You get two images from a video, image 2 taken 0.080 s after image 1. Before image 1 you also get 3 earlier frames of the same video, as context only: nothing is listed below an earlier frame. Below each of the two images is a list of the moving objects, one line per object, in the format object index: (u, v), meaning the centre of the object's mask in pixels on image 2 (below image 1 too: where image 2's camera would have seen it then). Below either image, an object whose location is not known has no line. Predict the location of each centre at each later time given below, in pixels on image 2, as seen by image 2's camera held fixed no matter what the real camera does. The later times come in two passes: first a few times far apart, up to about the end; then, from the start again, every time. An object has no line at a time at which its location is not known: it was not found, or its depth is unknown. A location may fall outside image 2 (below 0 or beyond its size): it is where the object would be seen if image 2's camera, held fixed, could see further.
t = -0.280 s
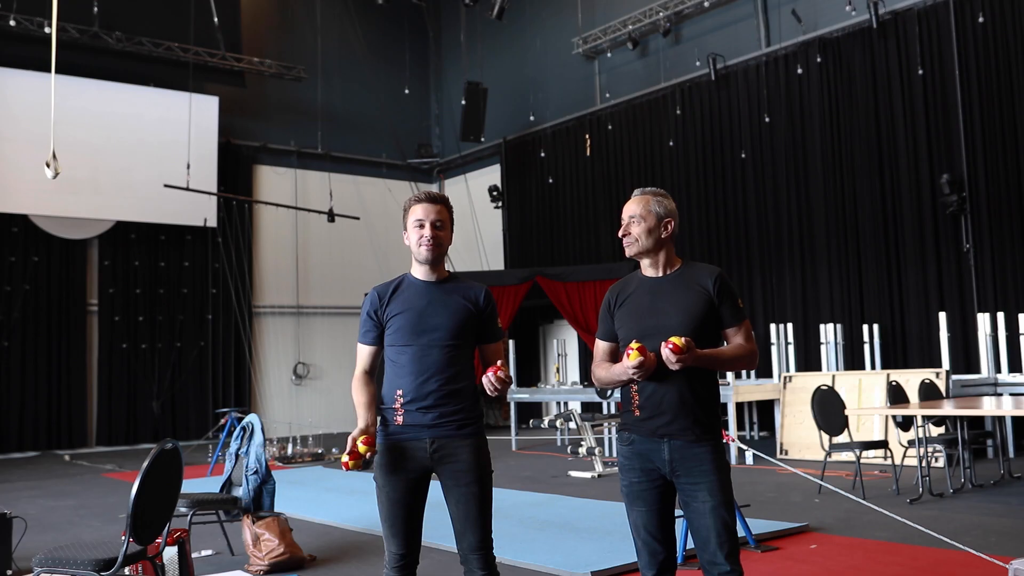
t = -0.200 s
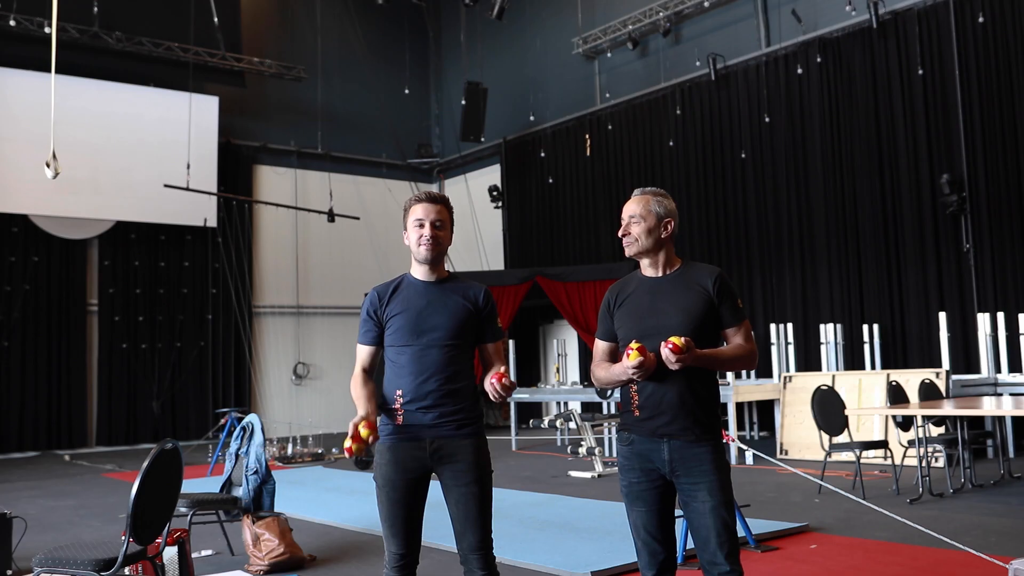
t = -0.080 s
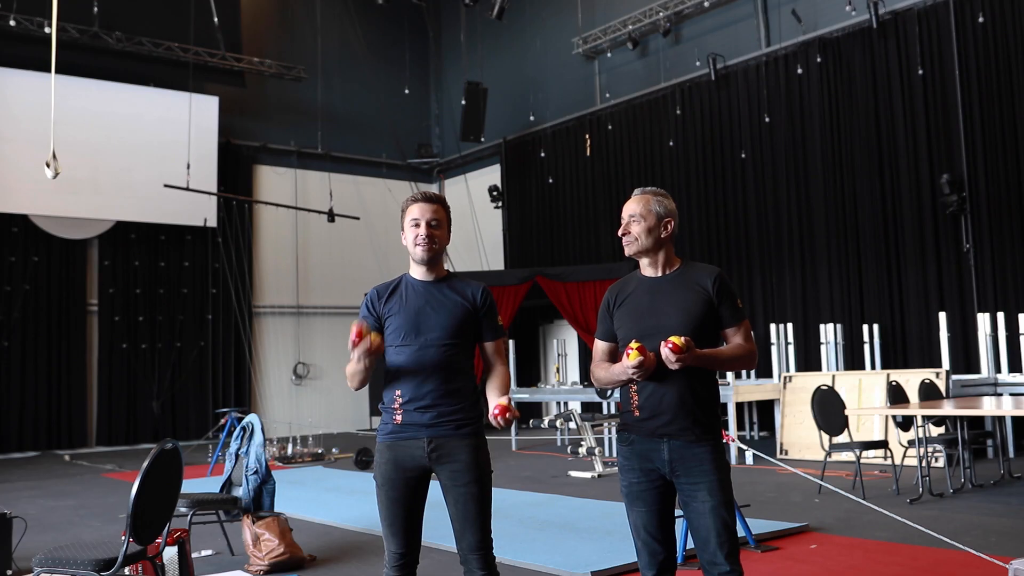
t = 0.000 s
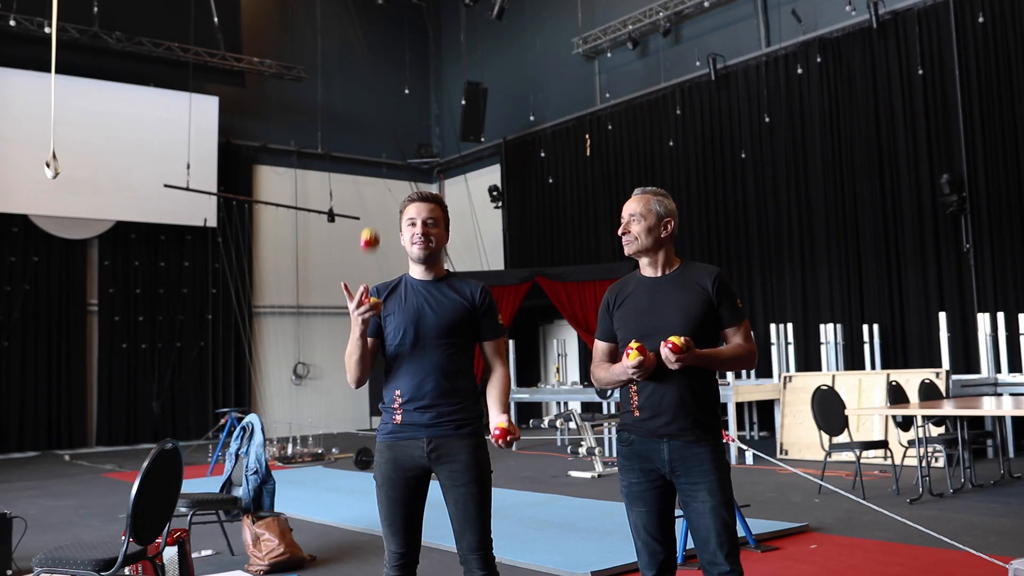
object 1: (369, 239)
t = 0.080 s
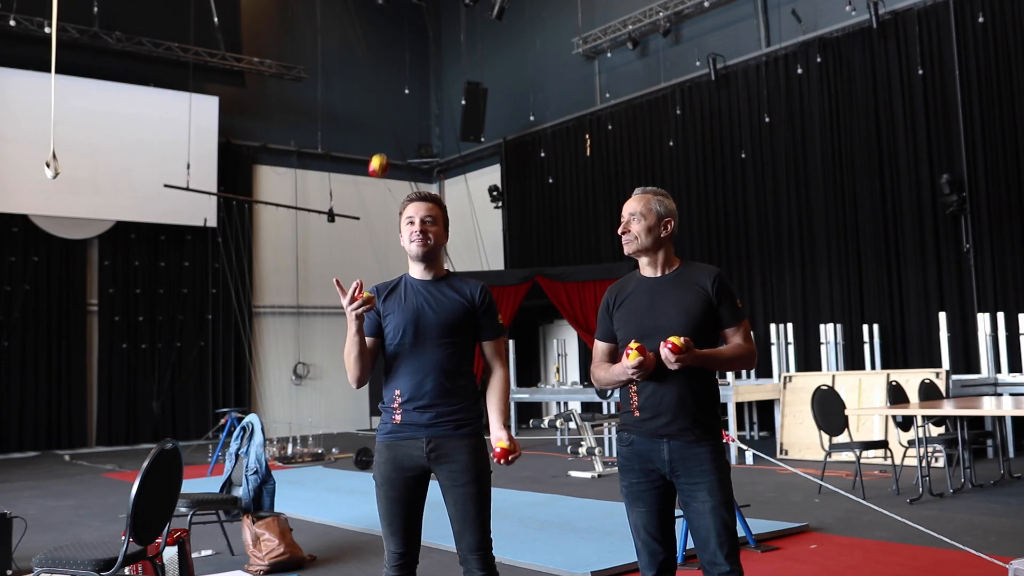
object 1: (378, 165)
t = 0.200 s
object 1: (393, 91)
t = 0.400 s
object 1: (421, 57)
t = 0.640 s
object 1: (458, 170)
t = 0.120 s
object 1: (383, 136)
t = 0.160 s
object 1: (388, 111)
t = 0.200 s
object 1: (393, 91)
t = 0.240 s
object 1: (399, 75)
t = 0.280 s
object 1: (404, 64)
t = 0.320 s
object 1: (409, 57)
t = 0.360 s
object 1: (415, 55)
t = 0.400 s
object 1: (421, 57)
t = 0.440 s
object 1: (427, 64)
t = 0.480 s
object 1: (432, 76)
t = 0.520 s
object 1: (438, 93)
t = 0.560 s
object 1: (444, 114)
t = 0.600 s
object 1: (451, 141)
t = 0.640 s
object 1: (458, 170)
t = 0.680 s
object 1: (465, 209)
